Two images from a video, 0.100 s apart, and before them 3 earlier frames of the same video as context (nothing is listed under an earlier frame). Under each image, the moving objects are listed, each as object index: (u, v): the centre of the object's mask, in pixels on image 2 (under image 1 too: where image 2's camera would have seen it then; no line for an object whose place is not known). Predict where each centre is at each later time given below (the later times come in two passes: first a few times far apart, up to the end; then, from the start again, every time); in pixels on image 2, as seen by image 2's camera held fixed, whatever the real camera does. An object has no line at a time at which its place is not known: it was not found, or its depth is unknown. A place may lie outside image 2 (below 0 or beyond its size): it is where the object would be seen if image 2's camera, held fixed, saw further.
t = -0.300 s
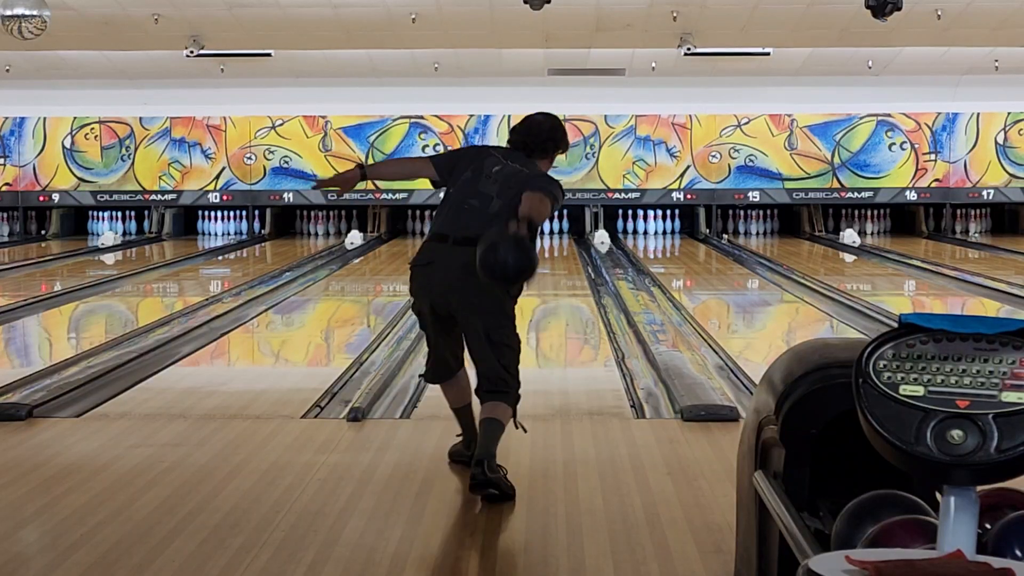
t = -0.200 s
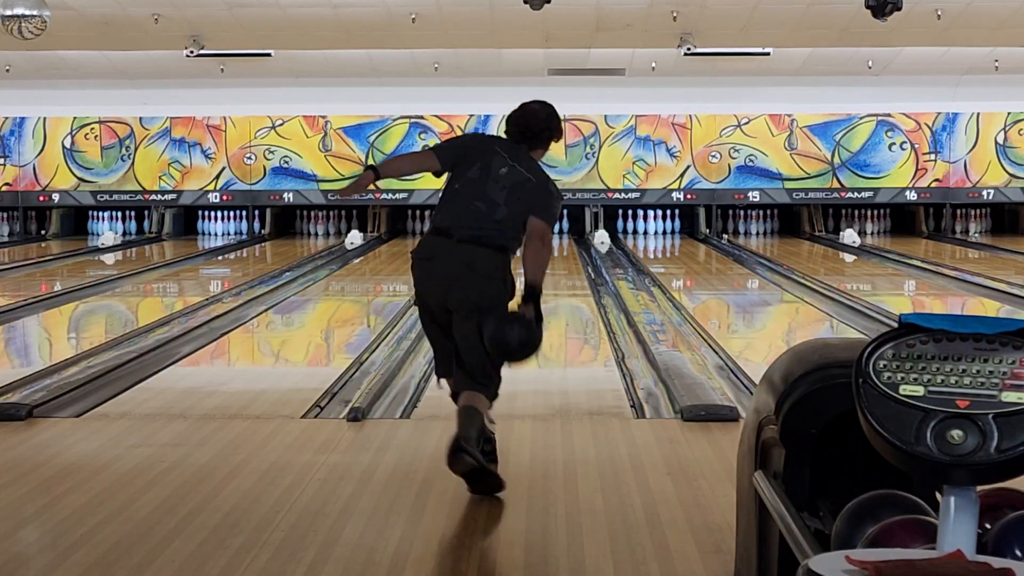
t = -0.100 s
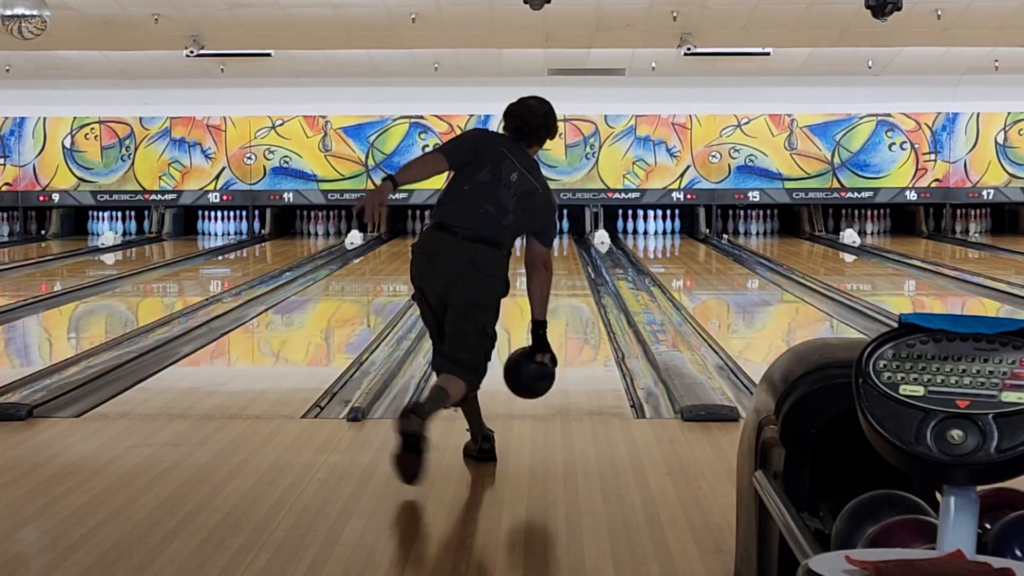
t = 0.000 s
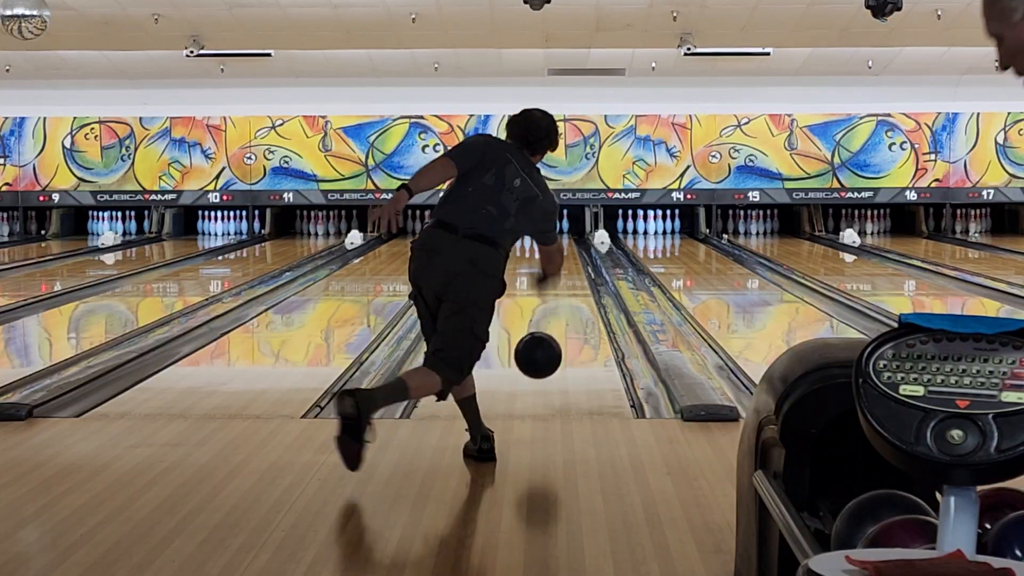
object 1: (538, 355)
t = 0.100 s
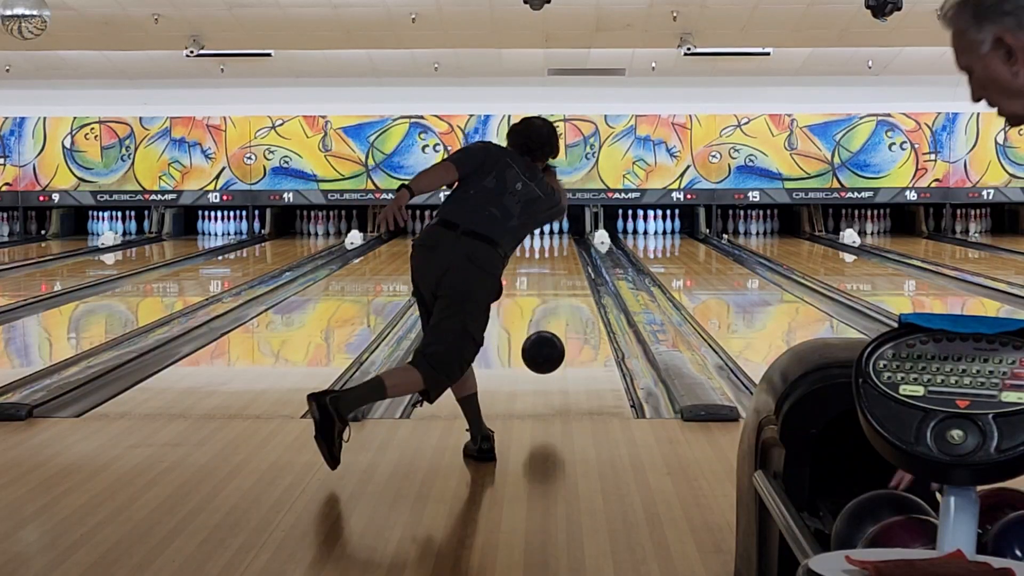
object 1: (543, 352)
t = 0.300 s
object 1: (551, 353)
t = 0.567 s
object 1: (558, 322)
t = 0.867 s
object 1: (562, 297)
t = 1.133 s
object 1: (565, 280)
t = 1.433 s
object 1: (567, 265)
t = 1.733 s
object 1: (567, 254)
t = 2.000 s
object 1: (565, 246)
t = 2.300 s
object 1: (560, 239)
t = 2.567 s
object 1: (551, 234)
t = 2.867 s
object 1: (542, 229)
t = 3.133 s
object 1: (535, 227)
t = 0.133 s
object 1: (544, 356)
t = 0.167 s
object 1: (546, 361)
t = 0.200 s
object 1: (547, 368)
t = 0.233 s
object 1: (548, 363)
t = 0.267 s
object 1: (549, 357)
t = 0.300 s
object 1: (551, 353)
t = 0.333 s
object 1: (552, 350)
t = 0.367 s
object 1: (553, 346)
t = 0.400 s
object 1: (553, 342)
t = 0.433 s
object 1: (554, 337)
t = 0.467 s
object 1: (555, 333)
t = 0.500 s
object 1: (556, 330)
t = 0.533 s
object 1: (558, 326)
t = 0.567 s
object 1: (558, 322)
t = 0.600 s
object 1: (558, 319)
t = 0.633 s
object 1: (559, 316)
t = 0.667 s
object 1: (560, 313)
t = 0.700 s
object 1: (560, 310)
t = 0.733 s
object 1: (561, 307)
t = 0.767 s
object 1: (561, 305)
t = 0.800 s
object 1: (561, 302)
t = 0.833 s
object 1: (562, 299)
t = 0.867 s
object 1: (562, 297)
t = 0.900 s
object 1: (563, 294)
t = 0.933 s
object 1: (563, 292)
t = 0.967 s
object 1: (564, 290)
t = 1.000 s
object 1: (564, 288)
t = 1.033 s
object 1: (564, 286)
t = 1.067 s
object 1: (565, 284)
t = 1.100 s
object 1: (565, 282)
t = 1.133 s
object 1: (565, 280)
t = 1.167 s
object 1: (565, 278)
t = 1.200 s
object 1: (566, 277)
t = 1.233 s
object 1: (566, 275)
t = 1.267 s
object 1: (566, 273)
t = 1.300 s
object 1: (566, 271)
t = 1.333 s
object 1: (566, 270)
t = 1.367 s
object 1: (567, 268)
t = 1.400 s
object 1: (567, 267)
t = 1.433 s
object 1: (567, 265)
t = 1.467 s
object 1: (567, 264)
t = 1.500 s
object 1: (567, 263)
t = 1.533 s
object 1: (567, 261)
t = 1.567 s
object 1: (567, 260)
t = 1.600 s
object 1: (567, 259)
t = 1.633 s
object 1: (567, 258)
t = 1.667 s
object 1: (567, 256)
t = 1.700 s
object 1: (567, 255)
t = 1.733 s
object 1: (567, 254)
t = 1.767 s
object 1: (567, 253)
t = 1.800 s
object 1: (566, 252)
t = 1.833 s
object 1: (566, 251)
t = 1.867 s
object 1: (567, 250)
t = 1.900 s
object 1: (566, 249)
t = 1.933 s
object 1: (565, 248)
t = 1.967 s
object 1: (565, 247)
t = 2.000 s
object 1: (565, 246)
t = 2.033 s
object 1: (564, 245)
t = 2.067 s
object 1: (564, 245)
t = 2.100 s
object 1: (563, 243)
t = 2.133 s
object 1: (563, 242)
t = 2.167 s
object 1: (563, 241)
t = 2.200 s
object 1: (562, 241)
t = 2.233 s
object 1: (561, 240)
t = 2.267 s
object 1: (560, 239)
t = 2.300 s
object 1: (560, 239)
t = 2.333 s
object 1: (559, 238)
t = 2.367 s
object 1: (559, 238)
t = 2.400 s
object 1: (558, 237)
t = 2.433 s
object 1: (557, 237)
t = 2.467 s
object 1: (555, 236)
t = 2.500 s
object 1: (554, 235)
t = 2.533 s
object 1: (553, 235)
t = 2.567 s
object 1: (551, 234)
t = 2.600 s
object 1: (550, 234)
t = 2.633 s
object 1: (548, 233)
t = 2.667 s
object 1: (547, 233)
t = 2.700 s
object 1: (547, 232)
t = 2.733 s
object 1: (546, 232)
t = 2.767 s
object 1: (545, 231)
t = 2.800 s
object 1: (544, 231)
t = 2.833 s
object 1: (543, 230)
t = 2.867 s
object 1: (542, 229)
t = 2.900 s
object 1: (540, 229)
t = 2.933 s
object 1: (539, 229)
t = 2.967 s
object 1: (539, 228)
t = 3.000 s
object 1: (540, 228)
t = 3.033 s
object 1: (539, 227)
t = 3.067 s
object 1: (537, 228)
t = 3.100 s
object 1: (537, 226)
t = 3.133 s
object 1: (535, 227)
